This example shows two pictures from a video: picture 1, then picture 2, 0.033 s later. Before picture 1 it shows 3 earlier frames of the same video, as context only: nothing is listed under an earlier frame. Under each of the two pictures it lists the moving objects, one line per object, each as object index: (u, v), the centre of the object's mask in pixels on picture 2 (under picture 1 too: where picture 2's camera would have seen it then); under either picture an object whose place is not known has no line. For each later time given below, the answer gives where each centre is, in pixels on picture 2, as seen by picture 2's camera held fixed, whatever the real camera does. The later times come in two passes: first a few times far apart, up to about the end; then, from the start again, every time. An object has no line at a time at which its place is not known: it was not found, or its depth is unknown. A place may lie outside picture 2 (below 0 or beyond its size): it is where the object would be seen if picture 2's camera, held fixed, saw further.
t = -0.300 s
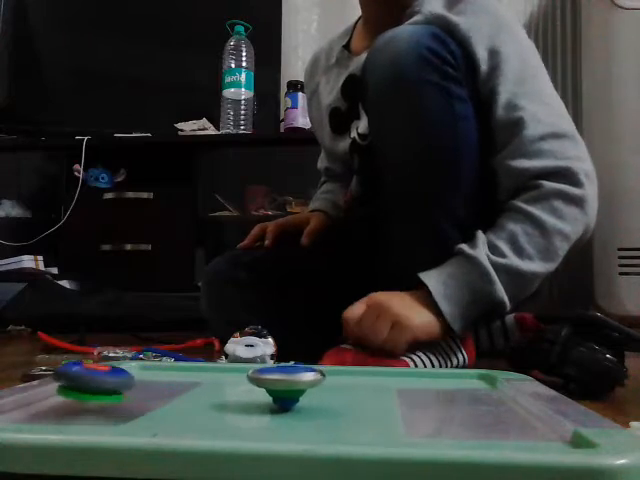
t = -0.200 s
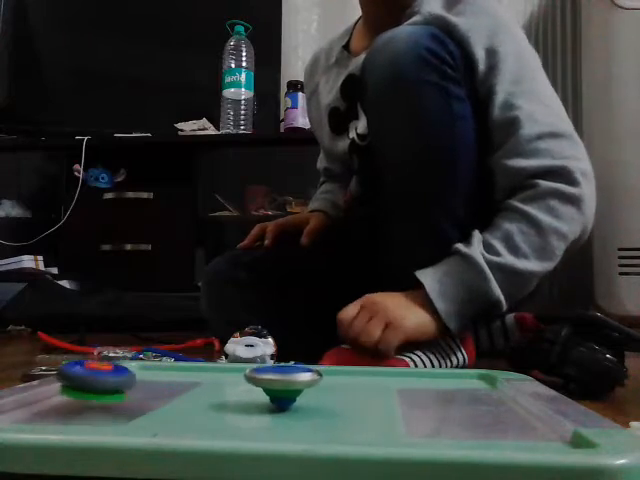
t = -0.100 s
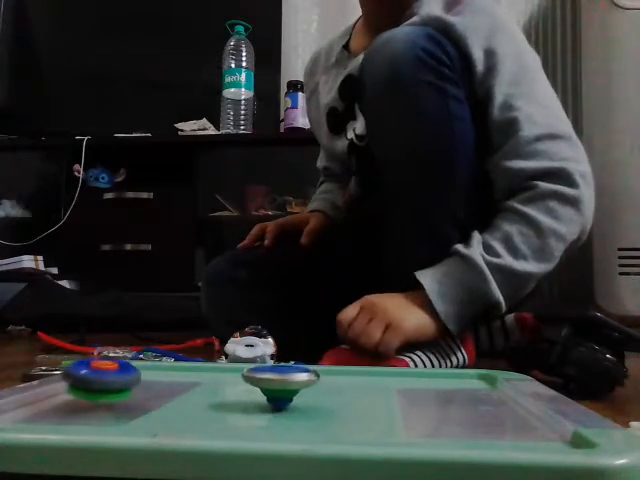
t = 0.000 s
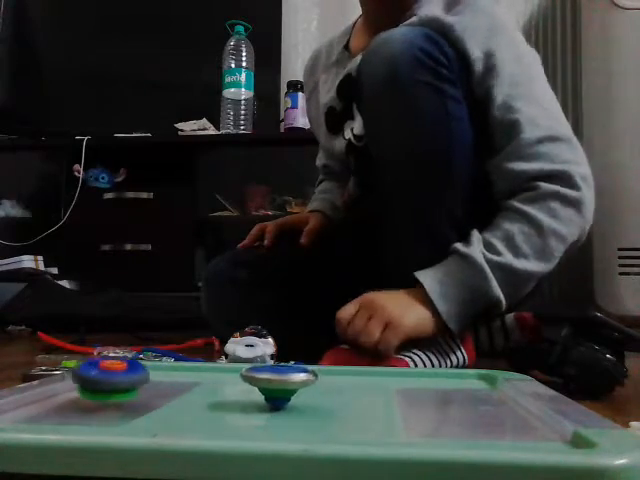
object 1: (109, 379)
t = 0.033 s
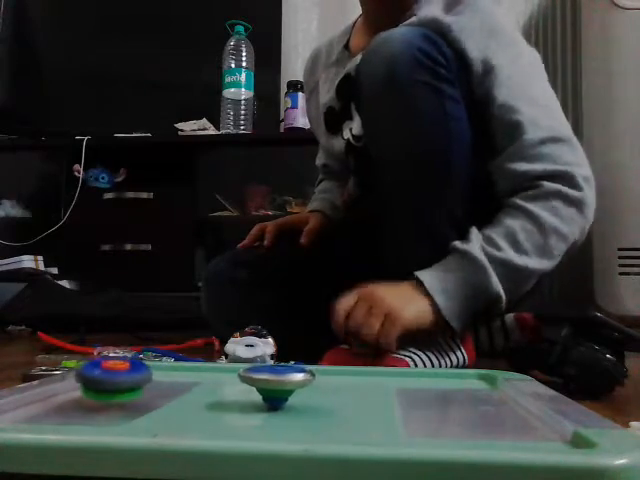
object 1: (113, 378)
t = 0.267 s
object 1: (135, 379)
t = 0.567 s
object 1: (145, 384)
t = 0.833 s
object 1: (128, 385)
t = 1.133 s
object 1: (101, 386)
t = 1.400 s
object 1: (102, 382)
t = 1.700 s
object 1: (127, 380)
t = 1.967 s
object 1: (148, 383)
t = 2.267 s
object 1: (148, 387)
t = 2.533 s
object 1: (124, 388)
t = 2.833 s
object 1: (109, 386)
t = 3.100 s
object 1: (122, 382)
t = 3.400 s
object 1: (151, 384)
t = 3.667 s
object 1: (161, 387)
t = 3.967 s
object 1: (145, 391)
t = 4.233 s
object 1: (123, 390)
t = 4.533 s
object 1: (125, 386)
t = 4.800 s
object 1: (148, 384)
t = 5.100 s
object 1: (171, 387)
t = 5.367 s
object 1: (171, 392)
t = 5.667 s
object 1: (150, 393)
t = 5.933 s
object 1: (139, 391)
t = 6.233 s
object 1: (154, 387)
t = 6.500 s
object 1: (179, 389)
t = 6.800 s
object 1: (194, 393)
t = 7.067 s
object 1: (189, 396)
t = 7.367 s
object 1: (169, 394)
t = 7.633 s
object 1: (172, 392)
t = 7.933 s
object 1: (195, 391)
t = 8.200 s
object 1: (218, 393)
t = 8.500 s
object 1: (225, 396)
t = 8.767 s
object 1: (213, 398)
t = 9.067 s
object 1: (202, 396)
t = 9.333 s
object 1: (217, 393)
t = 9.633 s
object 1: (244, 393)
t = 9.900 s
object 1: (261, 396)
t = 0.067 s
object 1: (115, 379)
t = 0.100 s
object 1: (119, 379)
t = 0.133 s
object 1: (122, 379)
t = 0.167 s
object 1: (125, 379)
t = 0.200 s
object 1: (129, 379)
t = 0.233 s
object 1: (132, 379)
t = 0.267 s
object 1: (135, 379)
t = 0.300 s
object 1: (136, 379)
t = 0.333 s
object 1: (138, 380)
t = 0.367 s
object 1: (141, 381)
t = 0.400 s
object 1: (142, 381)
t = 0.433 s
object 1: (144, 382)
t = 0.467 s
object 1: (145, 383)
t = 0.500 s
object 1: (145, 383)
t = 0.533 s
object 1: (145, 384)
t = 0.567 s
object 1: (145, 384)
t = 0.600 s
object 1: (145, 385)
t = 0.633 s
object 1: (144, 385)
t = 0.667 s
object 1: (143, 385)
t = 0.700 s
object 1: (140, 386)
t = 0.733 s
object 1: (138, 385)
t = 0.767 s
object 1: (136, 386)
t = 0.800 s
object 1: (132, 386)
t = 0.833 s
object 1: (128, 385)
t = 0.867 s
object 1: (125, 385)
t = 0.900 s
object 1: (121, 385)
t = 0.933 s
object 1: (117, 386)
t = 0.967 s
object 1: (113, 386)
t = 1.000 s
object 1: (111, 387)
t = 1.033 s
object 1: (109, 387)
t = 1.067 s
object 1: (106, 386)
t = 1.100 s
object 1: (103, 386)
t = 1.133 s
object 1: (101, 386)
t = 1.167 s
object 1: (100, 385)
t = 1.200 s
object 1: (99, 385)
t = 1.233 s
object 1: (97, 384)
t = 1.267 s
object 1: (97, 384)
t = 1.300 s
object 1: (98, 383)
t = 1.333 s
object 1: (99, 383)
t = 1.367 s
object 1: (101, 382)
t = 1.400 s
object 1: (102, 382)
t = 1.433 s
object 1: (104, 381)
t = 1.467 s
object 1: (106, 381)
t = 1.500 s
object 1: (109, 381)
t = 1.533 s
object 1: (112, 381)
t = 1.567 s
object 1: (116, 381)
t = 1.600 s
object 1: (119, 380)
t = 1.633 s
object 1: (121, 380)
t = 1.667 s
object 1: (124, 380)
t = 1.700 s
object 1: (127, 380)
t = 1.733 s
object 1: (131, 380)
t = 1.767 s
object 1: (134, 381)
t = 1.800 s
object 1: (137, 381)
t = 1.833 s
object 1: (139, 381)
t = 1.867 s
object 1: (142, 382)
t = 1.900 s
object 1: (144, 382)
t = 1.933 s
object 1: (147, 383)
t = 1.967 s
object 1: (148, 383)
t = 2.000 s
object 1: (149, 383)
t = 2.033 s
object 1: (151, 384)
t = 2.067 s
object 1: (152, 384)
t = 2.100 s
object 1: (153, 385)
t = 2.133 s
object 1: (152, 385)
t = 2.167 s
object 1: (152, 385)
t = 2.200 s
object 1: (151, 386)
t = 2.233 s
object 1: (150, 386)
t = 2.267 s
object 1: (148, 387)
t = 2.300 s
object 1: (146, 388)
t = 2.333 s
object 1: (144, 388)
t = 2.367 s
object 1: (142, 388)
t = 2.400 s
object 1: (138, 388)
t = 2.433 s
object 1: (134, 389)
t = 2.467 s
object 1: (131, 388)
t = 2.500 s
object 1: (128, 388)
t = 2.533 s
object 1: (124, 388)
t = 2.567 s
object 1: (120, 388)
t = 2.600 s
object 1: (118, 388)
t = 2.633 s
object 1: (116, 388)
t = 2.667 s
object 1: (113, 387)
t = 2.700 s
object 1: (113, 387)
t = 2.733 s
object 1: (112, 387)
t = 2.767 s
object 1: (110, 386)
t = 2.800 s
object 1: (110, 386)
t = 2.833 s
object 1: (109, 386)
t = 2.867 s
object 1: (110, 385)
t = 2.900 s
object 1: (110, 385)
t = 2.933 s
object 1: (112, 384)
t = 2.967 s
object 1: (113, 384)
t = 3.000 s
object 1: (114, 383)
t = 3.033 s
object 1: (116, 383)
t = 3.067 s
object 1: (119, 383)
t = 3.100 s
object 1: (122, 382)
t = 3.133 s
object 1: (125, 382)
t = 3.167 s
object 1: (128, 382)
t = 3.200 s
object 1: (132, 382)
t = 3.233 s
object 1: (136, 382)
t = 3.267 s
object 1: (139, 383)
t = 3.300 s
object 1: (143, 383)
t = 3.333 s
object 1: (145, 383)
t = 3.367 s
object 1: (148, 383)
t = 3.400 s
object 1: (151, 384)
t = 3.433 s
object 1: (153, 384)
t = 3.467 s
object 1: (156, 385)
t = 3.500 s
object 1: (157, 385)
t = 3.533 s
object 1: (159, 385)
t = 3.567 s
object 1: (160, 385)
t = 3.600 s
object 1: (161, 386)
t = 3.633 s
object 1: (161, 386)
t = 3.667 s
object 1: (161, 387)
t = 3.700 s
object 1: (161, 387)
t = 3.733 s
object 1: (161, 388)
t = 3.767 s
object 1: (160, 389)
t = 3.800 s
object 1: (158, 389)
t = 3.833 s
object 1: (156, 389)
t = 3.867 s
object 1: (154, 390)
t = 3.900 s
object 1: (151, 390)
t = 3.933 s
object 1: (148, 390)
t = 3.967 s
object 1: (145, 391)
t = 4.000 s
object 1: (142, 391)
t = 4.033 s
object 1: (139, 391)
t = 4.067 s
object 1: (135, 391)
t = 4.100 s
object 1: (133, 391)
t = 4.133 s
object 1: (130, 391)
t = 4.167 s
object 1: (127, 391)
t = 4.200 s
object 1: (124, 390)
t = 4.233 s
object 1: (123, 390)
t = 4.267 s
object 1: (121, 389)
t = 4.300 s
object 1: (120, 389)
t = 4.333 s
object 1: (119, 389)
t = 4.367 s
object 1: (119, 388)
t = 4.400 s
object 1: (119, 388)
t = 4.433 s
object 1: (120, 387)
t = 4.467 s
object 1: (121, 387)
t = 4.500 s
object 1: (122, 386)
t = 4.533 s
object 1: (125, 386)
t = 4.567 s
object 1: (127, 386)
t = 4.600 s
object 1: (130, 386)
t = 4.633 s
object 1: (133, 385)
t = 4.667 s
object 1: (135, 385)
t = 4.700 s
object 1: (139, 385)
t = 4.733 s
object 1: (142, 385)
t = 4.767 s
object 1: (146, 385)
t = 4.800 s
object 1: (148, 384)
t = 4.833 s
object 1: (153, 385)
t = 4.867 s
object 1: (155, 385)
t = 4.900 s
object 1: (158, 385)
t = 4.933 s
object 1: (160, 385)
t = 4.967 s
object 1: (163, 386)
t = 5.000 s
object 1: (165, 386)
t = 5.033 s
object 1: (167, 386)
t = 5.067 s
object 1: (169, 387)
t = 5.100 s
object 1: (171, 387)
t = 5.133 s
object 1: (172, 388)
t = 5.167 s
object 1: (173, 389)
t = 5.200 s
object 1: (174, 389)
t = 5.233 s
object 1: (173, 390)
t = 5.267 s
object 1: (174, 390)
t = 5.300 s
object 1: (173, 390)
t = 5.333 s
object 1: (172, 391)
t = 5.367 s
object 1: (171, 392)
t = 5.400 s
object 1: (170, 392)
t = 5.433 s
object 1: (168, 393)
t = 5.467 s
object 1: (166, 393)
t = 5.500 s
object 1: (163, 393)
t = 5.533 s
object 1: (161, 393)
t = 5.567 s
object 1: (159, 394)
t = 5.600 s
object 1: (156, 394)
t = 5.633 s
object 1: (153, 393)
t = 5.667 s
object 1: (150, 393)
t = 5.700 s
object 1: (148, 393)
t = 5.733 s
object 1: (146, 393)
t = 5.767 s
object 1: (144, 393)
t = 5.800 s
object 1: (142, 392)
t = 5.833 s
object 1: (141, 392)
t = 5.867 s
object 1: (140, 391)
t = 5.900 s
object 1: (139, 391)
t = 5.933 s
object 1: (139, 391)
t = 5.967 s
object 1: (140, 390)
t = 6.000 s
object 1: (140, 390)
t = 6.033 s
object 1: (141, 389)
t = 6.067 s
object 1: (143, 389)
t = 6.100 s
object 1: (144, 389)
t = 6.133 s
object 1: (147, 388)
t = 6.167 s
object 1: (149, 387)
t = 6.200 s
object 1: (152, 387)
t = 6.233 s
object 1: (154, 387)
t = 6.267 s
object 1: (157, 387)
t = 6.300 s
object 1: (161, 387)
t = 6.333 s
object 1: (164, 387)
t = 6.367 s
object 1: (166, 387)
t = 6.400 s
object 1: (170, 388)
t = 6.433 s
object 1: (173, 388)
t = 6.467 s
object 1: (176, 388)
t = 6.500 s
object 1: (179, 389)
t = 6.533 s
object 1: (181, 389)
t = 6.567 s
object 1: (184, 389)
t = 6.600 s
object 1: (187, 389)
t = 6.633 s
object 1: (188, 390)
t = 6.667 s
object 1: (190, 390)
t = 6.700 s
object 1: (191, 391)
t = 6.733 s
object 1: (193, 391)
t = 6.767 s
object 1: (194, 391)
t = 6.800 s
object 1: (194, 393)
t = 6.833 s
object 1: (196, 392)
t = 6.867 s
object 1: (196, 393)
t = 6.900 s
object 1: (196, 393)
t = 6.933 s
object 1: (195, 393)
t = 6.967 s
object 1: (194, 393)
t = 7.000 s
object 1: (192, 394)
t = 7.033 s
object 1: (192, 394)
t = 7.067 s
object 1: (189, 396)
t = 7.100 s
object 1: (187, 395)
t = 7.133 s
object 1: (184, 394)
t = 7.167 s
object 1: (182, 395)
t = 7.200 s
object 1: (179, 396)
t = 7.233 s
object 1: (177, 395)
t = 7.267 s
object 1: (174, 395)
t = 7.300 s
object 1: (173, 395)
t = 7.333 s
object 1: (170, 394)
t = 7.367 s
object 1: (169, 394)
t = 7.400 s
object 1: (168, 394)
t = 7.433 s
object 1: (168, 394)
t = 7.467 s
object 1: (168, 393)
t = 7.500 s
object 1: (167, 393)
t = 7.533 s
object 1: (169, 393)
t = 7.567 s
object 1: (169, 392)
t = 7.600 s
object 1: (170, 392)
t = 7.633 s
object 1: (172, 392)
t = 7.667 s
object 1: (173, 392)
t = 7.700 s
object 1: (175, 391)
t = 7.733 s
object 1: (178, 391)
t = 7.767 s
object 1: (180, 391)
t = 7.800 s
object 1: (184, 391)
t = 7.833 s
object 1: (187, 391)
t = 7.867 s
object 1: (189, 391)
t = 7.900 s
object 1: (193, 391)
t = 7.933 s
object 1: (195, 391)
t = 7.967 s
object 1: (199, 391)
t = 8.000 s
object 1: (202, 391)
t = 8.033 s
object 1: (205, 392)
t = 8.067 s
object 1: (208, 391)
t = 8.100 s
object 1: (211, 392)
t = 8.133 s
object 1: (213, 392)
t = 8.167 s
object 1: (216, 392)
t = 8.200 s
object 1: (218, 393)
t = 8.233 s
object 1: (221, 393)
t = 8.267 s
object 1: (222, 394)
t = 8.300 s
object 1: (224, 393)
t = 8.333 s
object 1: (225, 394)
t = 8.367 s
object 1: (226, 395)
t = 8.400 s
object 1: (226, 395)
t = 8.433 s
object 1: (226, 396)
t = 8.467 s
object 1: (227, 396)
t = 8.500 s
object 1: (225, 396)
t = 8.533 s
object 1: (226, 397)
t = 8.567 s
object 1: (225, 397)
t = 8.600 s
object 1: (223, 397)
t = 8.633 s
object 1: (221, 397)
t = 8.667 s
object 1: (220, 397)
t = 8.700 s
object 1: (218, 398)
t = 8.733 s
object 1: (215, 397)
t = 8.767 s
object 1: (213, 398)
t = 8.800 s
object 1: (211, 398)
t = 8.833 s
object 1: (208, 398)
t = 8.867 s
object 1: (206, 398)
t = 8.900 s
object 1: (205, 397)
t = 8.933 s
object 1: (203, 397)
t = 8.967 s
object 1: (203, 397)
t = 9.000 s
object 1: (202, 396)
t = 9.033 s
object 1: (202, 396)
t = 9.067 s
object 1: (202, 396)
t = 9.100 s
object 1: (203, 395)
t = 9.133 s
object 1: (203, 395)
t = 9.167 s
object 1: (205, 394)
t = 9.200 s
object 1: (206, 394)
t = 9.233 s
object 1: (209, 394)
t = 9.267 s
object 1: (211, 394)
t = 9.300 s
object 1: (214, 394)
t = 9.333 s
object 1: (217, 393)
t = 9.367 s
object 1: (219, 393)
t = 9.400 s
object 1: (221, 393)
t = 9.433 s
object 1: (225, 393)
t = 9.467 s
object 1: (228, 393)
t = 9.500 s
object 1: (232, 393)
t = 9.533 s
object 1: (234, 393)
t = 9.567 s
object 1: (238, 392)
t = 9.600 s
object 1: (241, 393)
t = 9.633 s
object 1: (244, 393)
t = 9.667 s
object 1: (247, 394)
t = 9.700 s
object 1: (249, 394)
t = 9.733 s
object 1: (252, 394)
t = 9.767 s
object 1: (254, 394)
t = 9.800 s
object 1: (257, 395)
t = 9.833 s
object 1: (258, 395)
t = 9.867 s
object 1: (260, 396)
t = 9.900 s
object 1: (261, 396)
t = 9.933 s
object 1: (263, 396)
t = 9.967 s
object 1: (264, 396)
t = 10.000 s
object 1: (264, 397)
